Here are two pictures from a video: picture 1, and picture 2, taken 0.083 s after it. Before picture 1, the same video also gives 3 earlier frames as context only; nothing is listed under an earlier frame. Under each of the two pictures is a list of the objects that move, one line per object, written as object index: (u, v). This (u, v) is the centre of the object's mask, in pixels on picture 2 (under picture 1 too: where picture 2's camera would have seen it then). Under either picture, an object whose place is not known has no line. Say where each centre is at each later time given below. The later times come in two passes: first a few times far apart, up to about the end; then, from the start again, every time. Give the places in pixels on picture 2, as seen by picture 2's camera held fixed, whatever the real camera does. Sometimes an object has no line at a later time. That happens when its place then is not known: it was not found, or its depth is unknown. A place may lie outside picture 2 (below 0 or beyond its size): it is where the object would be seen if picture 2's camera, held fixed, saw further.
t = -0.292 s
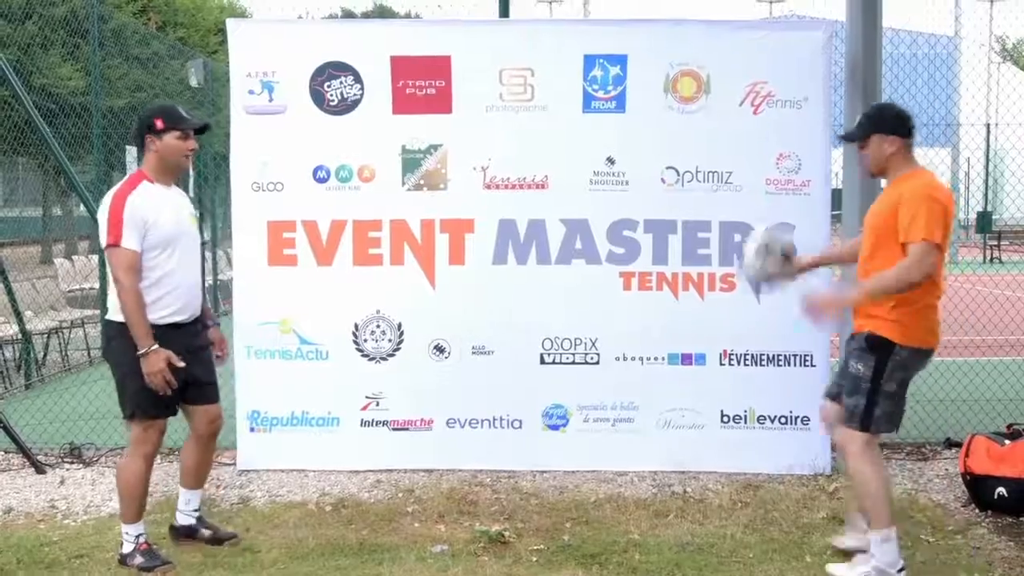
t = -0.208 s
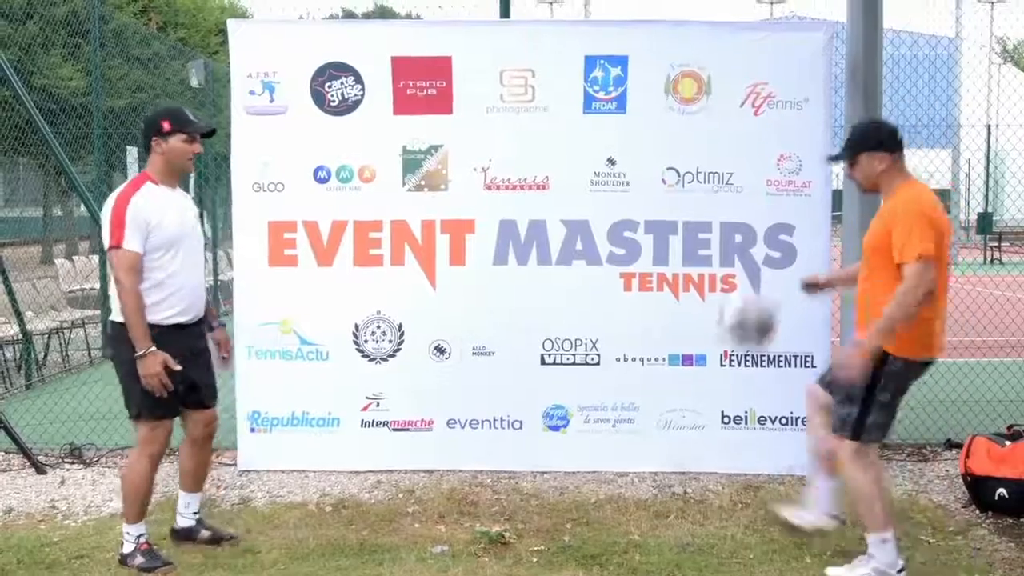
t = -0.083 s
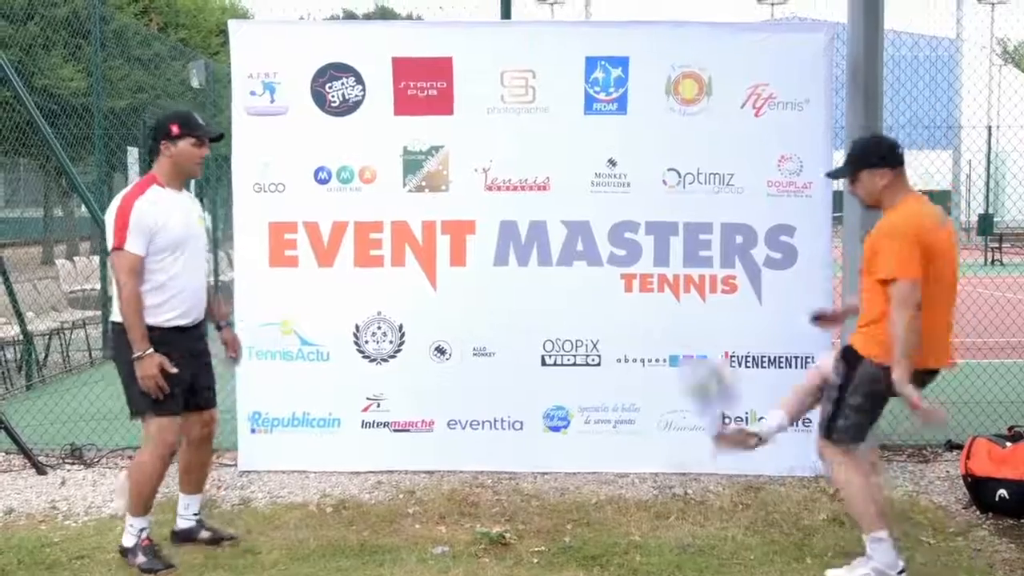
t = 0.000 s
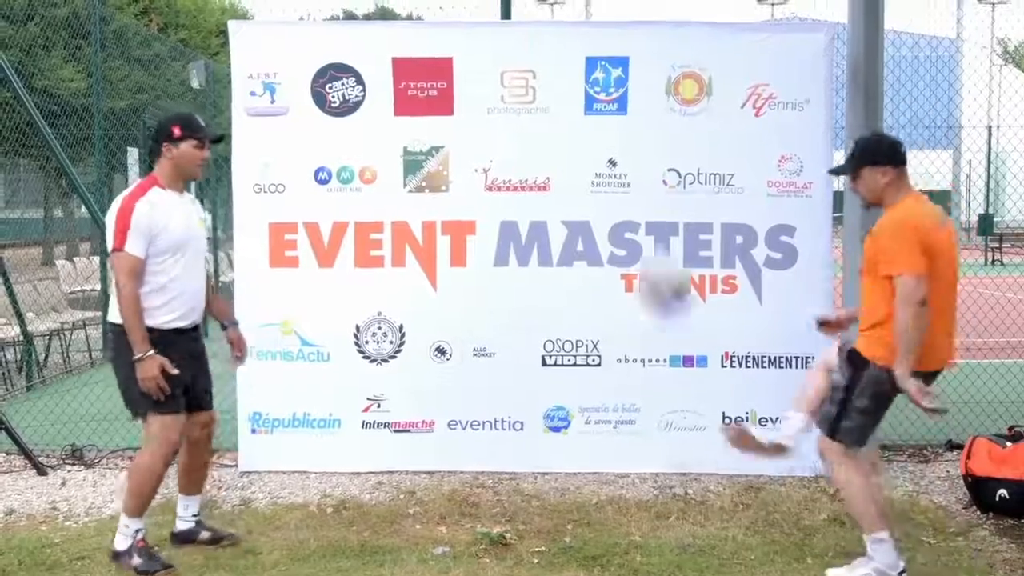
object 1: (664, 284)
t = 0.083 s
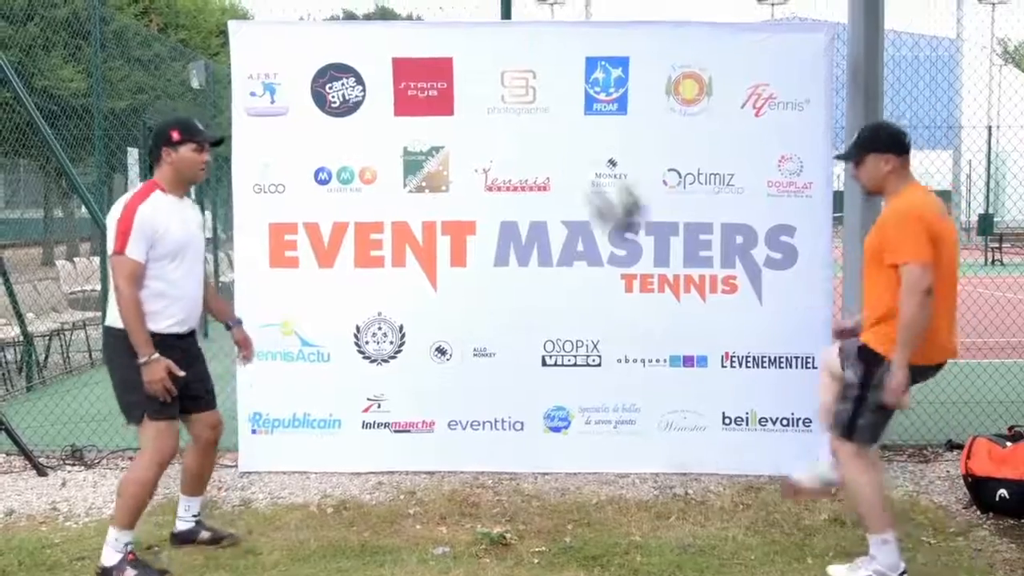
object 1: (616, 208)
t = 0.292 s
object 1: (504, 86)
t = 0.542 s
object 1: (368, 81)
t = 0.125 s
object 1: (595, 178)
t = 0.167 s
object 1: (572, 148)
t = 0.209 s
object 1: (548, 122)
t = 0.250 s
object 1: (525, 100)
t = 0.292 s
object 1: (504, 86)
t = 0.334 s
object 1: (480, 75)
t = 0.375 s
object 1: (459, 68)
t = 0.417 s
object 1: (436, 64)
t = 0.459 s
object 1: (411, 65)
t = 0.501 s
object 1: (390, 70)
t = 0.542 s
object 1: (368, 81)
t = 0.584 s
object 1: (342, 92)
